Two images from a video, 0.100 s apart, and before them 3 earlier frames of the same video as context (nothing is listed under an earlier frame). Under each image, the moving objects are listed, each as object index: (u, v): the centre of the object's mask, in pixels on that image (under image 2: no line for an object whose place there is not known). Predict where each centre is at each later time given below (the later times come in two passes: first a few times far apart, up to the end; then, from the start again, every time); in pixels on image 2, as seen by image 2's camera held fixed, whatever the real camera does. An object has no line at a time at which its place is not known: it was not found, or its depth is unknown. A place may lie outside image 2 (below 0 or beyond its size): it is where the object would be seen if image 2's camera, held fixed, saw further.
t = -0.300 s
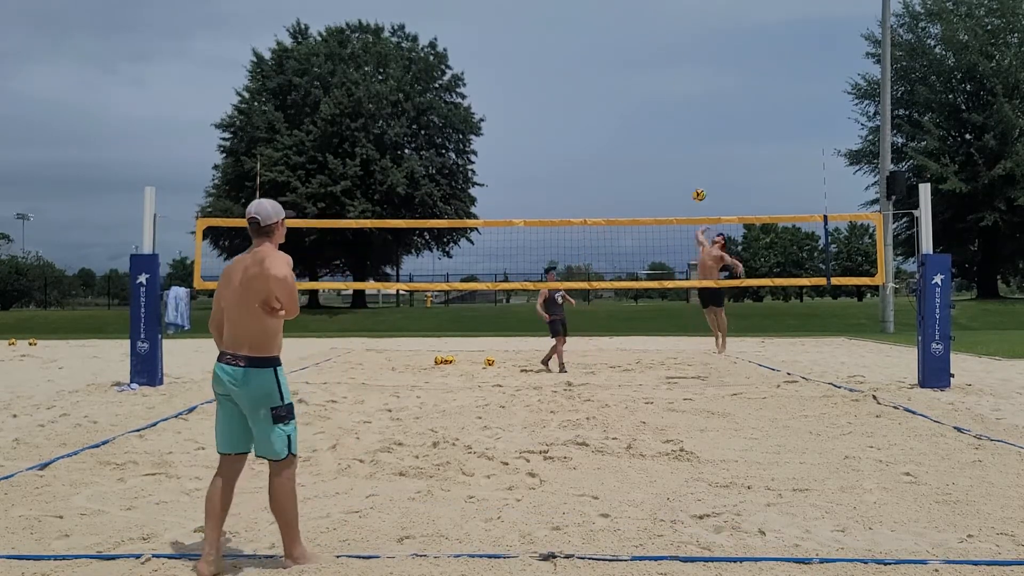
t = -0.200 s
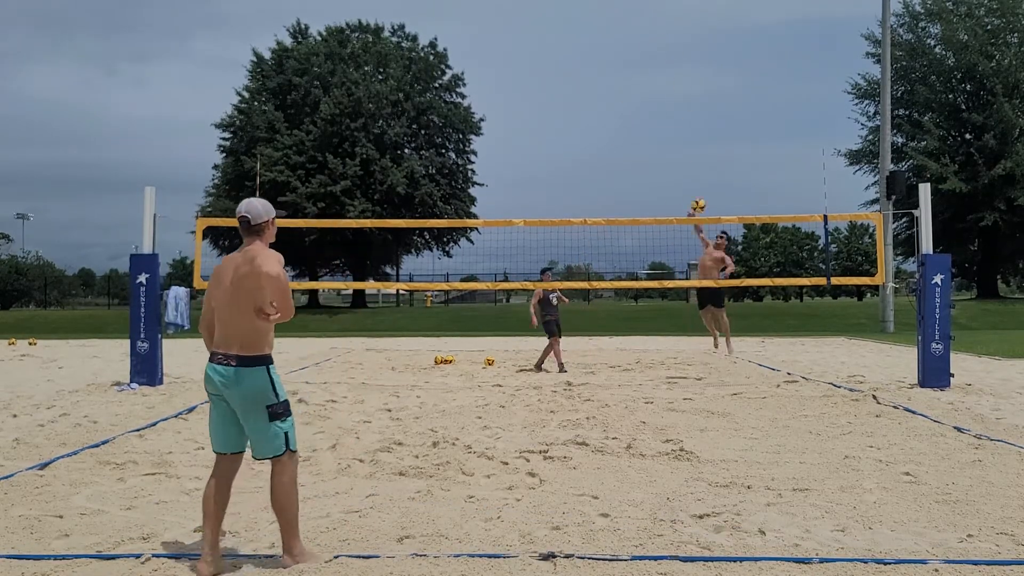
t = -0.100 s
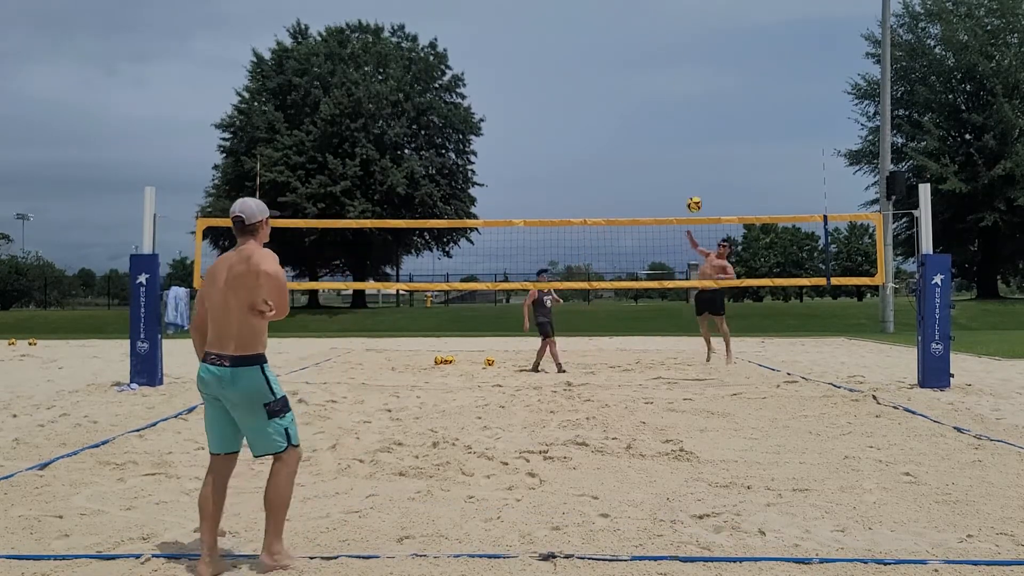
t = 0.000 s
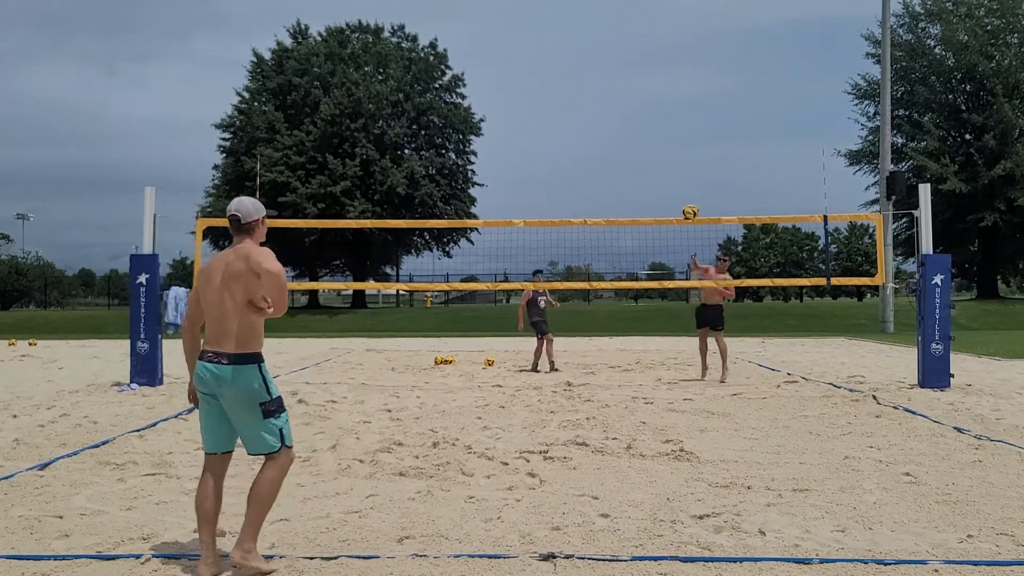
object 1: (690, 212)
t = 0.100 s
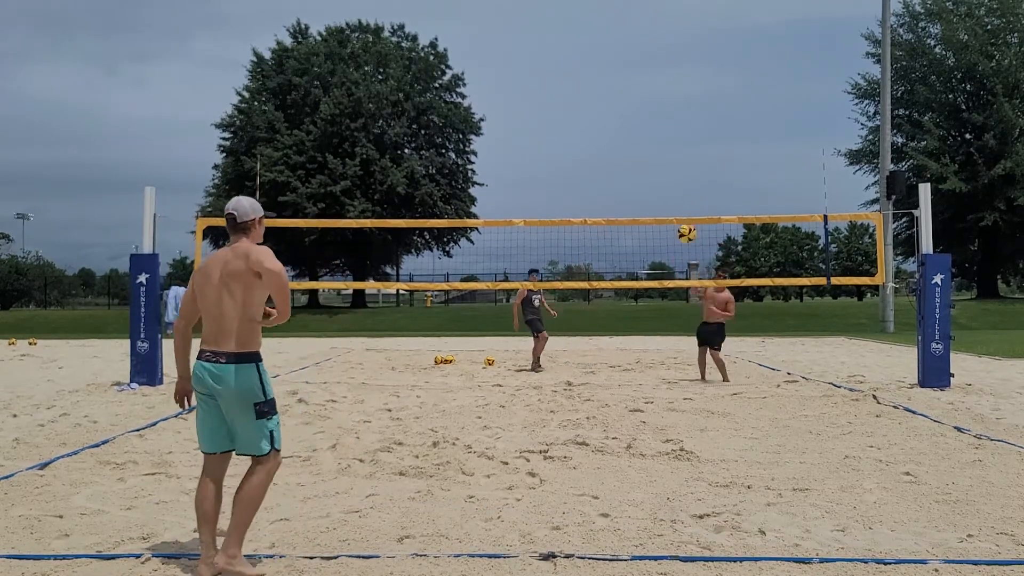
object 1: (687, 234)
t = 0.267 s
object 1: (680, 309)
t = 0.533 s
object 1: (665, 446)
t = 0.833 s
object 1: (621, 390)
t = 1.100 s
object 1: (554, 523)
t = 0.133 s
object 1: (685, 244)
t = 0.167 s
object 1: (684, 256)
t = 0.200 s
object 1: (683, 271)
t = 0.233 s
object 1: (681, 289)
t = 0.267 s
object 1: (680, 309)
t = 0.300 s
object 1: (679, 331)
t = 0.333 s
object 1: (678, 358)
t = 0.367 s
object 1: (678, 389)
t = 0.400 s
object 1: (676, 423)
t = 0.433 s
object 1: (675, 463)
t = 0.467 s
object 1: (672, 474)
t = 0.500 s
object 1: (669, 459)
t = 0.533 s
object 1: (665, 446)
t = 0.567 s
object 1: (661, 434)
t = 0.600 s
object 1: (657, 423)
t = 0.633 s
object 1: (652, 413)
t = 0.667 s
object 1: (648, 405)
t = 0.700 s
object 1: (643, 398)
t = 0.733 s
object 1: (638, 394)
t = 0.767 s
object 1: (633, 390)
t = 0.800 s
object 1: (627, 389)
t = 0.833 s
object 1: (621, 390)
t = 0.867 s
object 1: (615, 394)
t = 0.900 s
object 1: (608, 400)
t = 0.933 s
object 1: (600, 410)
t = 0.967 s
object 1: (593, 423)
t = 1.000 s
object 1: (584, 440)
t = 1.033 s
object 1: (574, 462)
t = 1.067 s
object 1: (565, 490)
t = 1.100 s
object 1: (554, 523)
